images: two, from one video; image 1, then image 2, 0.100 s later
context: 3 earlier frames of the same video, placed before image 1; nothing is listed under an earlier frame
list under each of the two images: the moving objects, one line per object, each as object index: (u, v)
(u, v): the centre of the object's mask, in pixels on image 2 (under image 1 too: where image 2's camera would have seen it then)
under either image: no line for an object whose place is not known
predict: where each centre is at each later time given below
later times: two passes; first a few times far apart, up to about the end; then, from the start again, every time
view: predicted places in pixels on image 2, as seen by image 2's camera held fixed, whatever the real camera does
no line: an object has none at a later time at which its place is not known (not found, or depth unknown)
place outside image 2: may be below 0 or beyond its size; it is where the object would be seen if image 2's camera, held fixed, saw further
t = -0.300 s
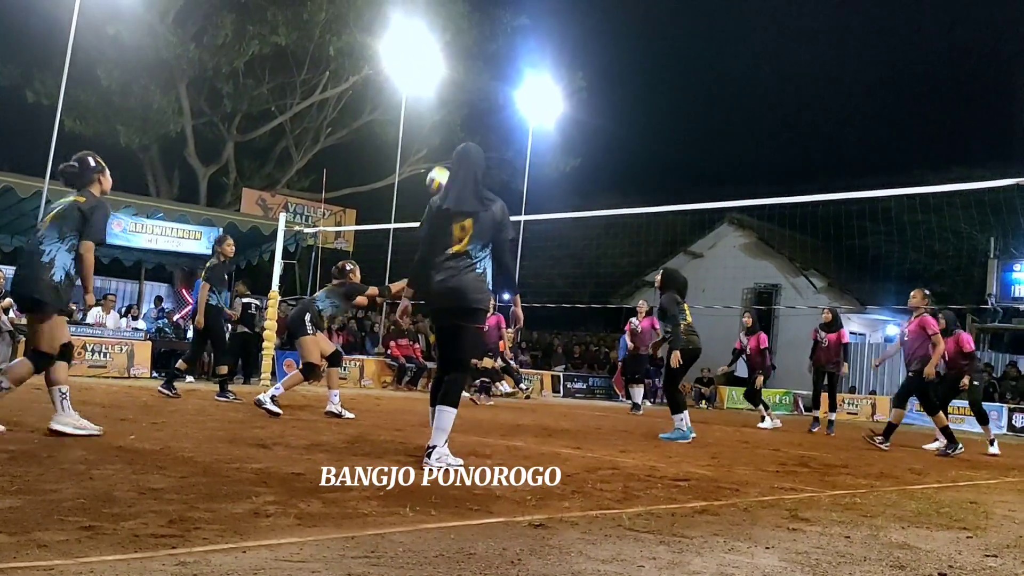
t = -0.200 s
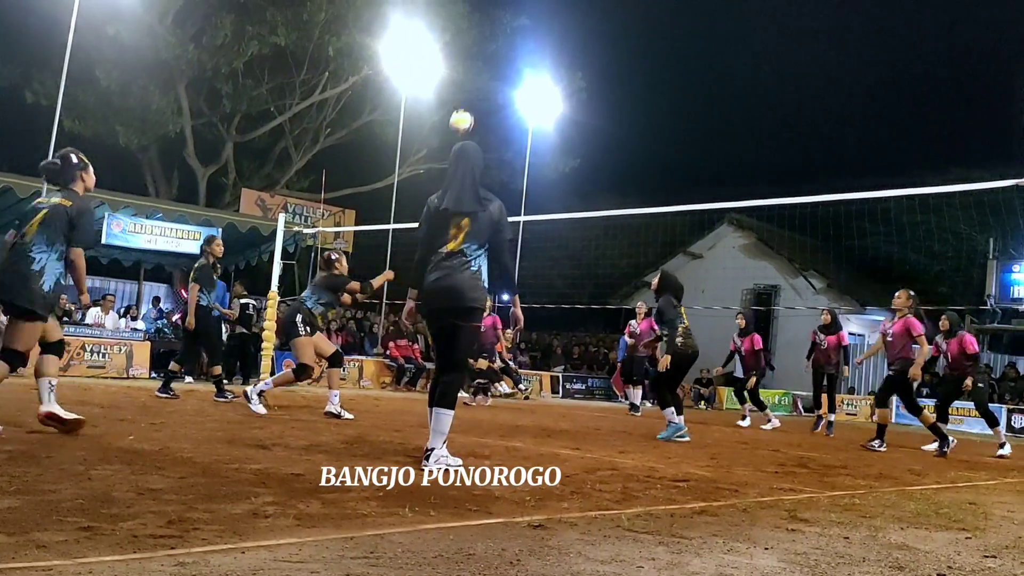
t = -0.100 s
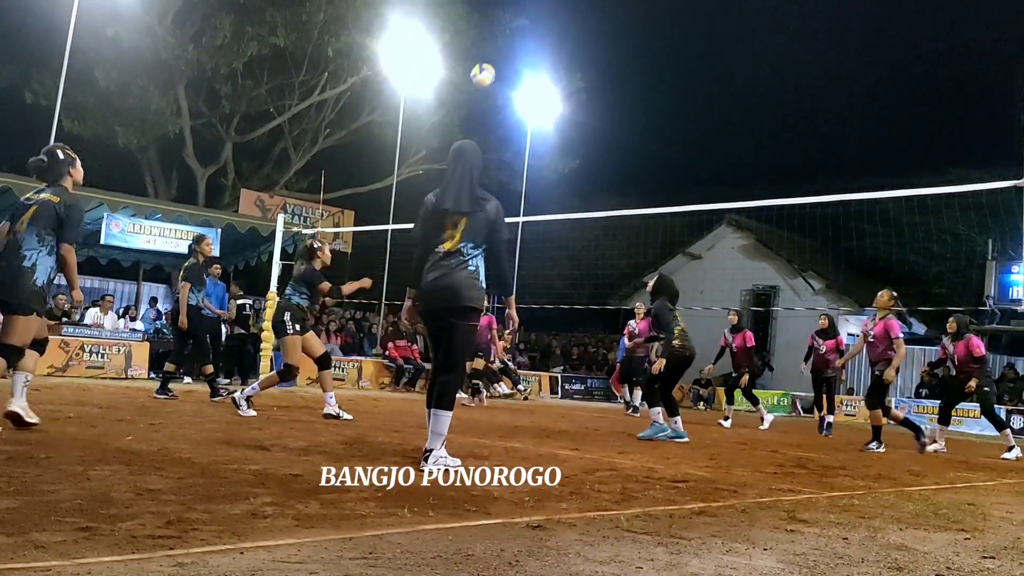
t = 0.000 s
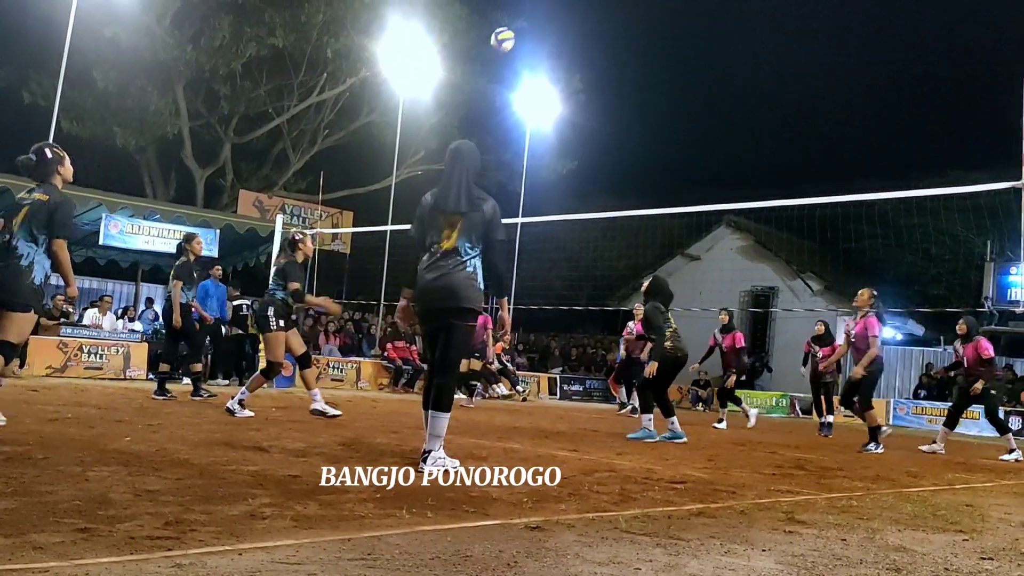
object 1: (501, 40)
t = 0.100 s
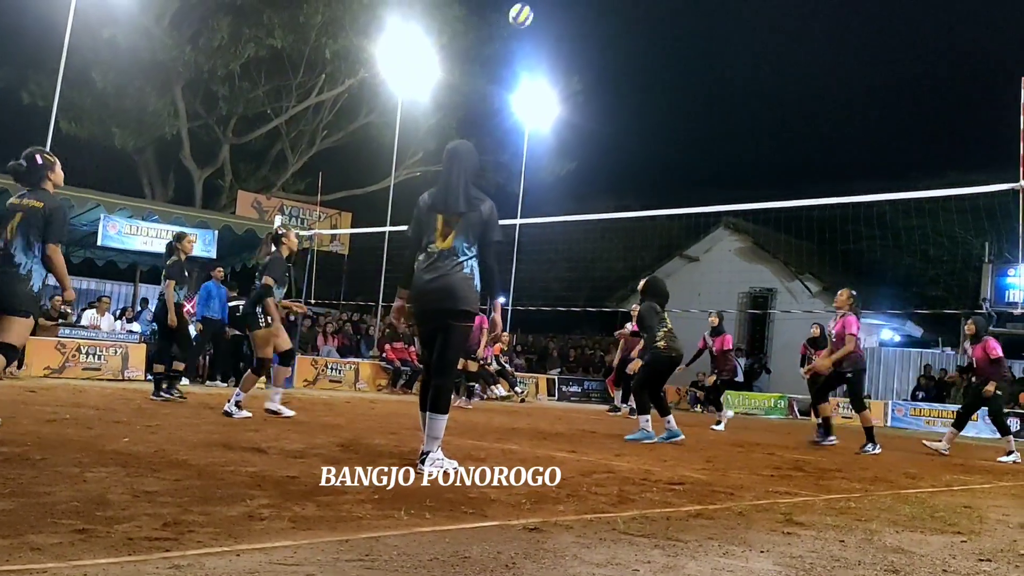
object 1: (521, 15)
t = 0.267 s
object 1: (551, 1)
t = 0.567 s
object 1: (600, 30)
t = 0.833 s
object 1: (637, 139)
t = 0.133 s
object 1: (527, 10)
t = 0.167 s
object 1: (534, 6)
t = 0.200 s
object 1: (539, 4)
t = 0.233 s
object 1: (545, 3)
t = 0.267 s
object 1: (551, 1)
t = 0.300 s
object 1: (557, 1)
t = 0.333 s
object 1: (563, 1)
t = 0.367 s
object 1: (569, 1)
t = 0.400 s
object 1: (574, 2)
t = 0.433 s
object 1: (580, 4)
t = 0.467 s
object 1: (585, 8)
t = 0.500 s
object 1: (590, 15)
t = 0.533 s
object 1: (595, 22)
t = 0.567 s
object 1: (600, 30)
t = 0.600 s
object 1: (605, 40)
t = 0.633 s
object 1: (610, 51)
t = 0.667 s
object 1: (615, 63)
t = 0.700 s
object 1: (620, 76)
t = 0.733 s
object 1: (624, 90)
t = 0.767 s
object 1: (628, 105)
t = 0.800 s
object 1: (633, 122)
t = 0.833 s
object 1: (637, 139)
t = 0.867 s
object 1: (641, 158)
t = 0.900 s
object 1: (645, 178)
